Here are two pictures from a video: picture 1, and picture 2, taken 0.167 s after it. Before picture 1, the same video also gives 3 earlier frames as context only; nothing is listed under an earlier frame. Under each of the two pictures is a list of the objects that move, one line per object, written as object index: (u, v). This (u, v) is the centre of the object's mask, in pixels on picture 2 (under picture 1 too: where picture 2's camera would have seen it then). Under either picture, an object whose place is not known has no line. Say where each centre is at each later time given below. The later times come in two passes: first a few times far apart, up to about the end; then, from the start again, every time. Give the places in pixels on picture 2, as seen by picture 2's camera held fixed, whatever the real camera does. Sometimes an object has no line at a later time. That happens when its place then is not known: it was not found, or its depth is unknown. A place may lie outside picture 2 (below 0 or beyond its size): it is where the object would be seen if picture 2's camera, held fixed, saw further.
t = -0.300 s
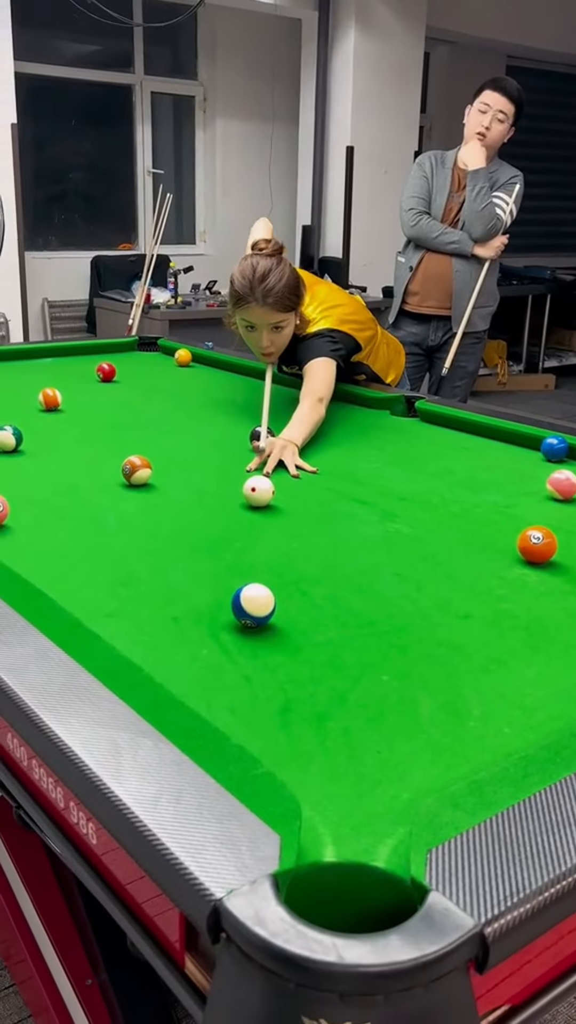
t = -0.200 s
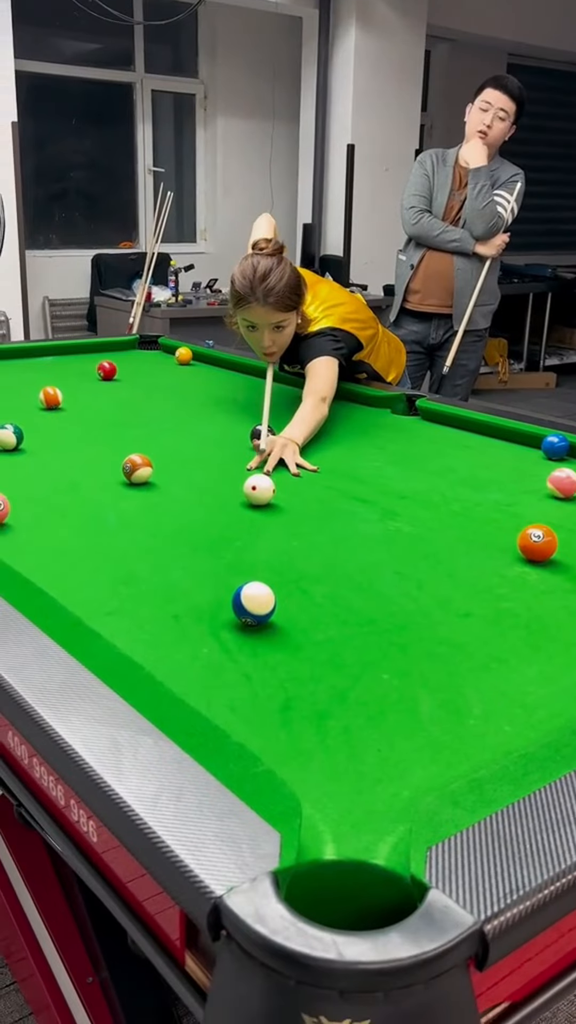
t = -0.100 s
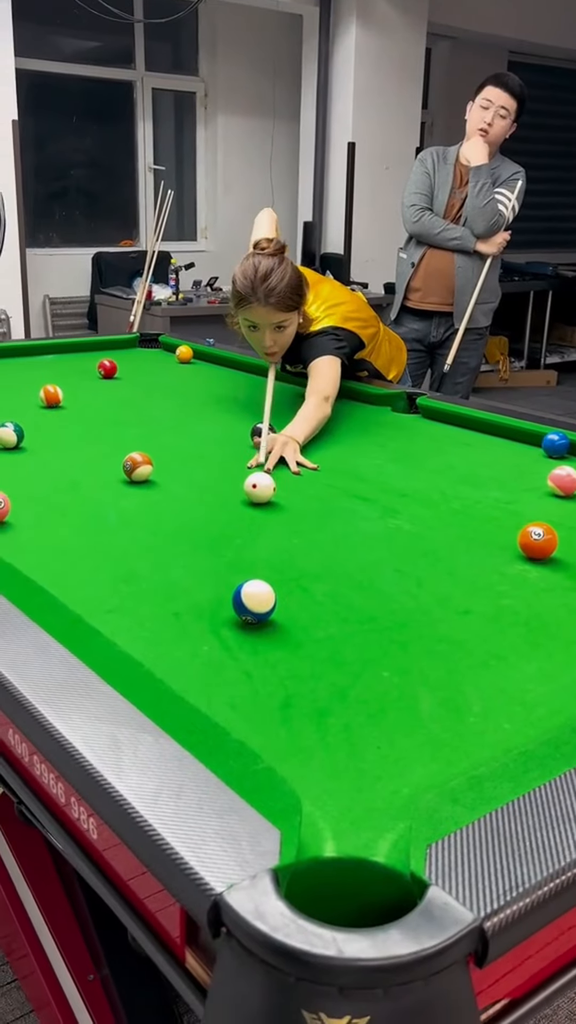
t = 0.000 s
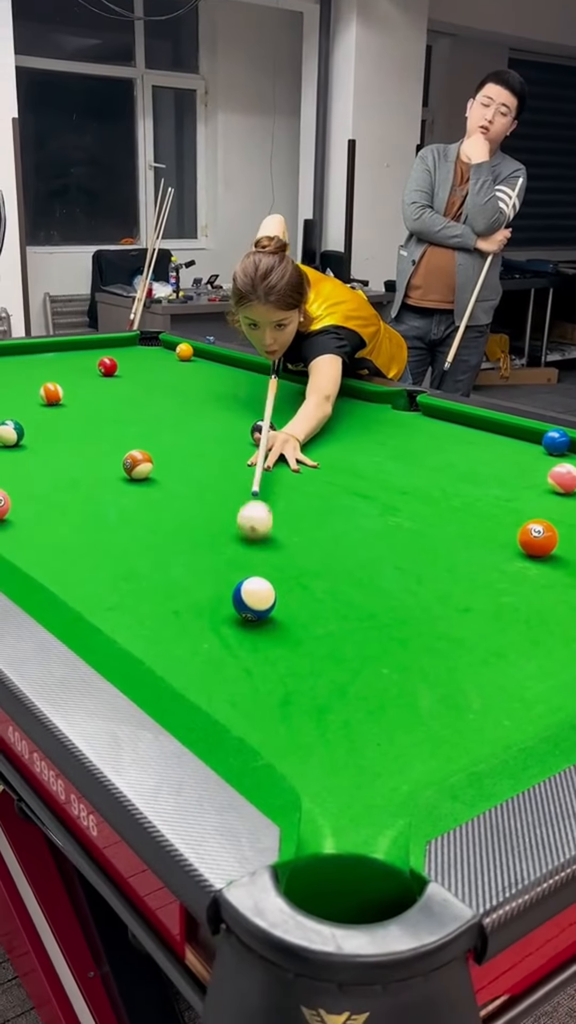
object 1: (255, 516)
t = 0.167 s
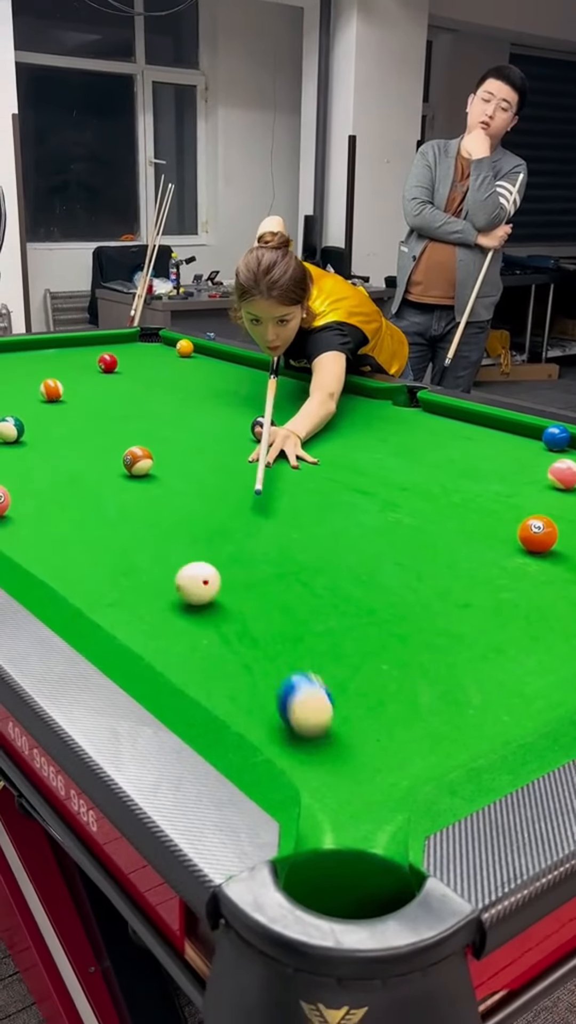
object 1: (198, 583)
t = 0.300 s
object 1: (138, 592)
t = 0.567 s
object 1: (108, 580)
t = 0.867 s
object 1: (146, 547)
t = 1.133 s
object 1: (173, 524)
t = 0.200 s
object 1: (182, 585)
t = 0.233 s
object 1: (168, 588)
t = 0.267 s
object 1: (153, 590)
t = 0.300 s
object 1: (138, 592)
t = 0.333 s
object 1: (123, 595)
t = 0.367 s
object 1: (108, 597)
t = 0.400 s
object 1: (94, 597)
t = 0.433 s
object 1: (88, 595)
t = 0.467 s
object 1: (93, 593)
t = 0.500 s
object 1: (98, 589)
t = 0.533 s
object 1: (104, 584)
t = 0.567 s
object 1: (108, 580)
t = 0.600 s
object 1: (113, 576)
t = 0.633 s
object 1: (117, 572)
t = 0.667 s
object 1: (122, 568)
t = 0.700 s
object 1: (126, 565)
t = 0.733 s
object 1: (130, 561)
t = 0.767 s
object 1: (134, 558)
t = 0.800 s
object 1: (138, 554)
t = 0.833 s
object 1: (142, 551)
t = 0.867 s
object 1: (146, 547)
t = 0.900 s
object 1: (149, 544)
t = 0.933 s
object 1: (153, 541)
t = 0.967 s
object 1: (156, 538)
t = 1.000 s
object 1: (160, 535)
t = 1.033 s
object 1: (163, 532)
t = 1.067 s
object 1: (166, 529)
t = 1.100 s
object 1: (170, 526)
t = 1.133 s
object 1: (173, 524)
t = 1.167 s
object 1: (176, 522)
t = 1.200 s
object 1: (178, 519)
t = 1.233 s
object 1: (181, 517)
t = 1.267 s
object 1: (184, 515)
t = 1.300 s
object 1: (186, 512)
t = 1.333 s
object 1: (189, 510)
